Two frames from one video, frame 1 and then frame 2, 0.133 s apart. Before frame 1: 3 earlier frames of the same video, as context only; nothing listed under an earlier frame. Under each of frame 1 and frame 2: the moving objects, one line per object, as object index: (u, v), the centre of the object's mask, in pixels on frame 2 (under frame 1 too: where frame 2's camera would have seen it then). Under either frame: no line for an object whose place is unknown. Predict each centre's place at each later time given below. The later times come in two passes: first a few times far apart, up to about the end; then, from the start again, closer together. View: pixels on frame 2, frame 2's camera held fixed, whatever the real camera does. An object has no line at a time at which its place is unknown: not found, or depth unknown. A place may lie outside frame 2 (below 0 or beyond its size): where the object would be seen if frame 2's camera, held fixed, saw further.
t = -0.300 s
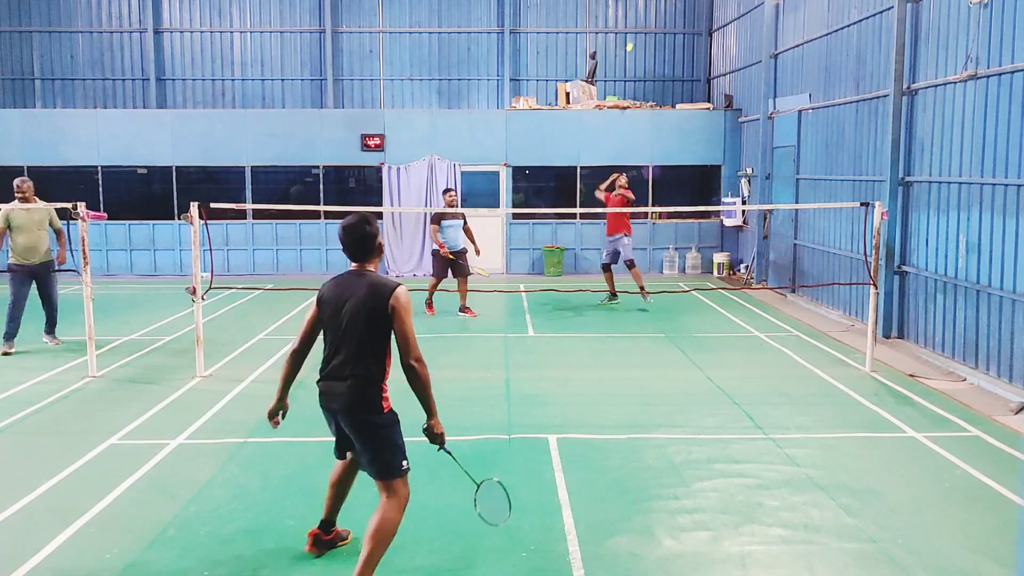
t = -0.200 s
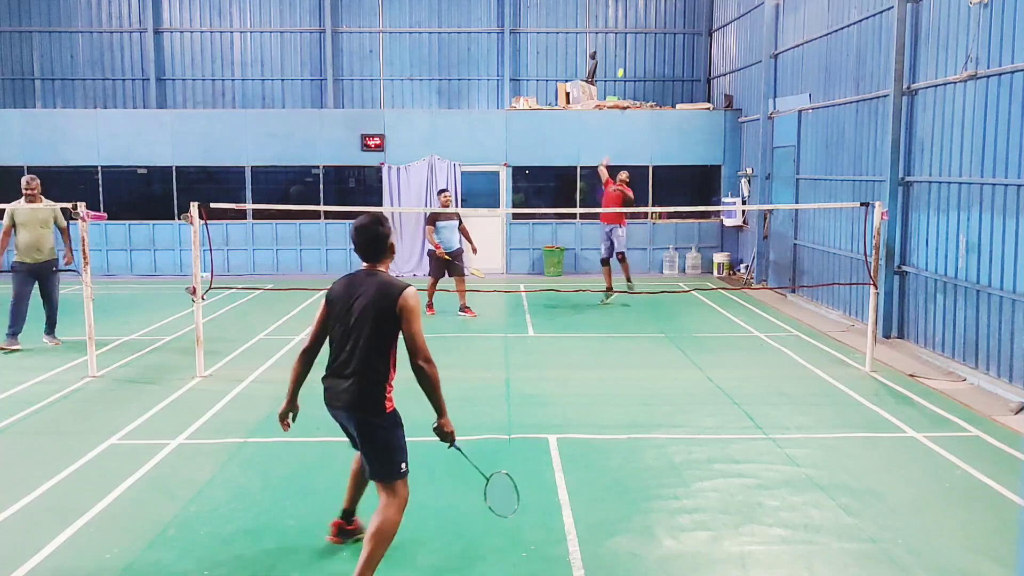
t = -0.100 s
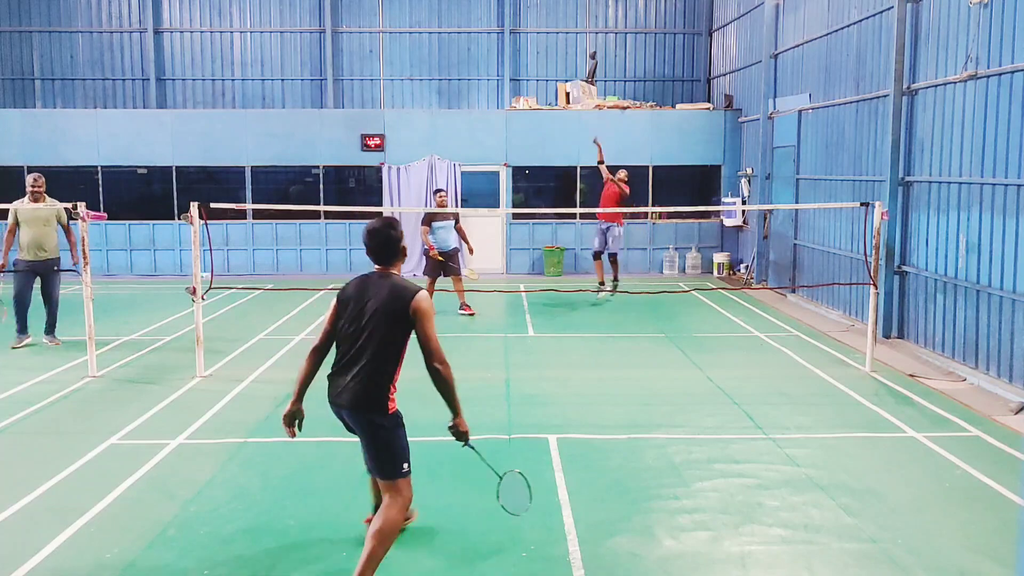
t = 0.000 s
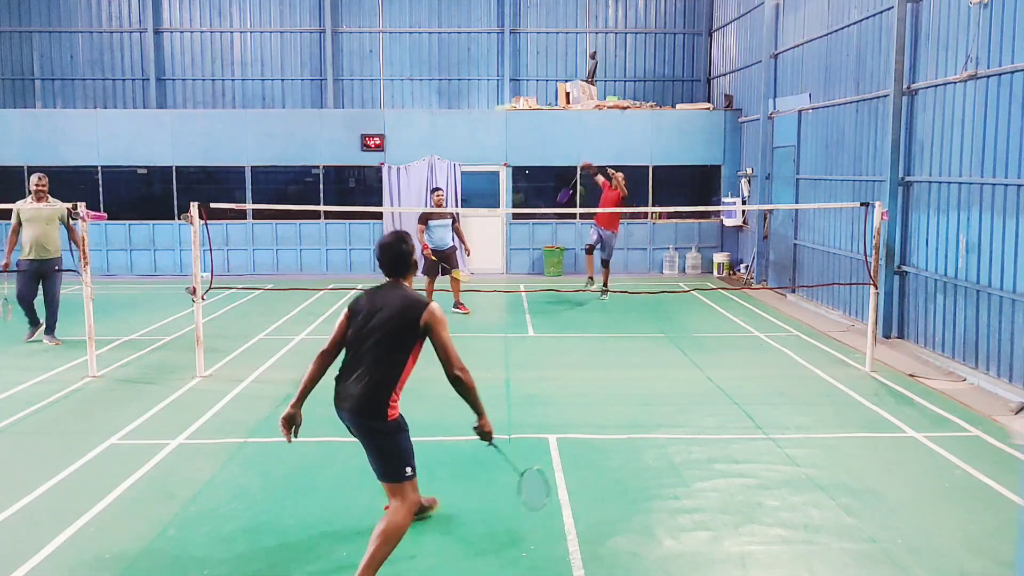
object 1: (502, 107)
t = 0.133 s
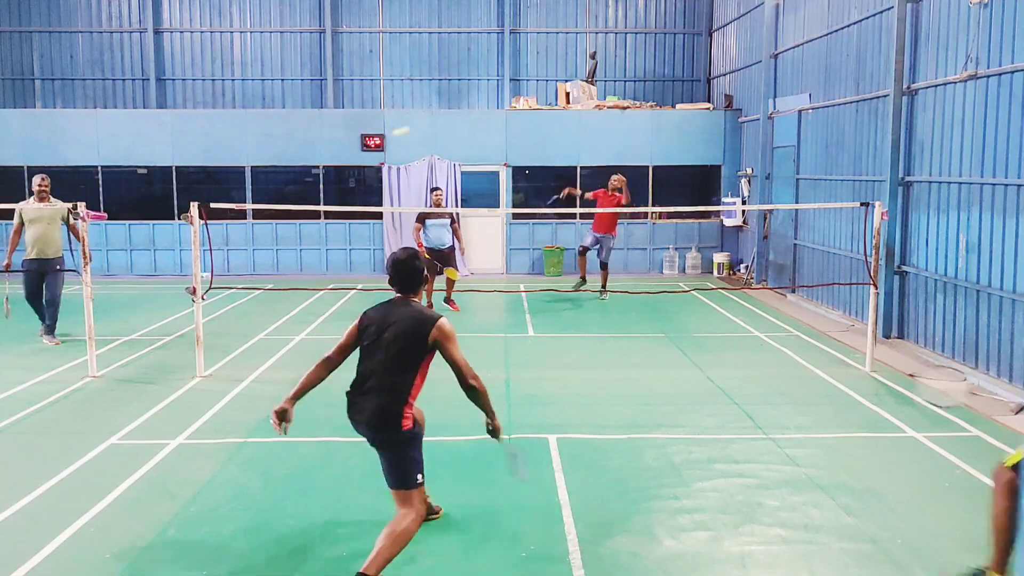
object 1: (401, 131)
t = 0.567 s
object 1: (119, 336)
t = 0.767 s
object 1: (22, 466)
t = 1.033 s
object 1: (27, 418)
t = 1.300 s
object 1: (45, 478)
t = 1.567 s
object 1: (57, 476)
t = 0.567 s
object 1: (119, 336)
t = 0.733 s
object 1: (27, 475)
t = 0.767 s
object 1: (22, 466)
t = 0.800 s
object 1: (19, 457)
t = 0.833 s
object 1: (22, 450)
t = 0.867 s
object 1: (27, 441)
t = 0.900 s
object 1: (30, 432)
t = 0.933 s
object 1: (31, 424)
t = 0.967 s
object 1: (30, 419)
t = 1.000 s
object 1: (29, 417)
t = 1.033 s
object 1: (27, 418)
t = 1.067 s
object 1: (27, 423)
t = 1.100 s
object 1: (28, 430)
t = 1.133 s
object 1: (31, 437)
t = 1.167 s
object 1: (35, 444)
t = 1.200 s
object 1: (39, 452)
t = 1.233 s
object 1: (42, 461)
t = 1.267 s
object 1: (44, 471)
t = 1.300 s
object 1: (45, 478)
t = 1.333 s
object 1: (48, 472)
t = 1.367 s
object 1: (50, 469)
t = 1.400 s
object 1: (51, 468)
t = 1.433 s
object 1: (53, 467)
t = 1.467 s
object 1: (54, 468)
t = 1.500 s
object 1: (56, 472)
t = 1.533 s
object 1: (58, 477)
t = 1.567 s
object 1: (57, 476)
